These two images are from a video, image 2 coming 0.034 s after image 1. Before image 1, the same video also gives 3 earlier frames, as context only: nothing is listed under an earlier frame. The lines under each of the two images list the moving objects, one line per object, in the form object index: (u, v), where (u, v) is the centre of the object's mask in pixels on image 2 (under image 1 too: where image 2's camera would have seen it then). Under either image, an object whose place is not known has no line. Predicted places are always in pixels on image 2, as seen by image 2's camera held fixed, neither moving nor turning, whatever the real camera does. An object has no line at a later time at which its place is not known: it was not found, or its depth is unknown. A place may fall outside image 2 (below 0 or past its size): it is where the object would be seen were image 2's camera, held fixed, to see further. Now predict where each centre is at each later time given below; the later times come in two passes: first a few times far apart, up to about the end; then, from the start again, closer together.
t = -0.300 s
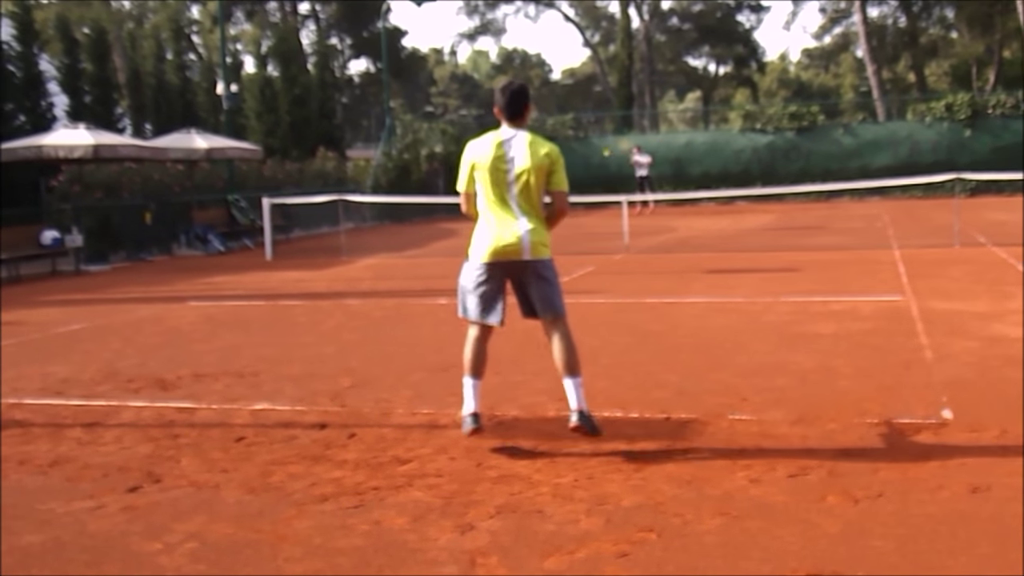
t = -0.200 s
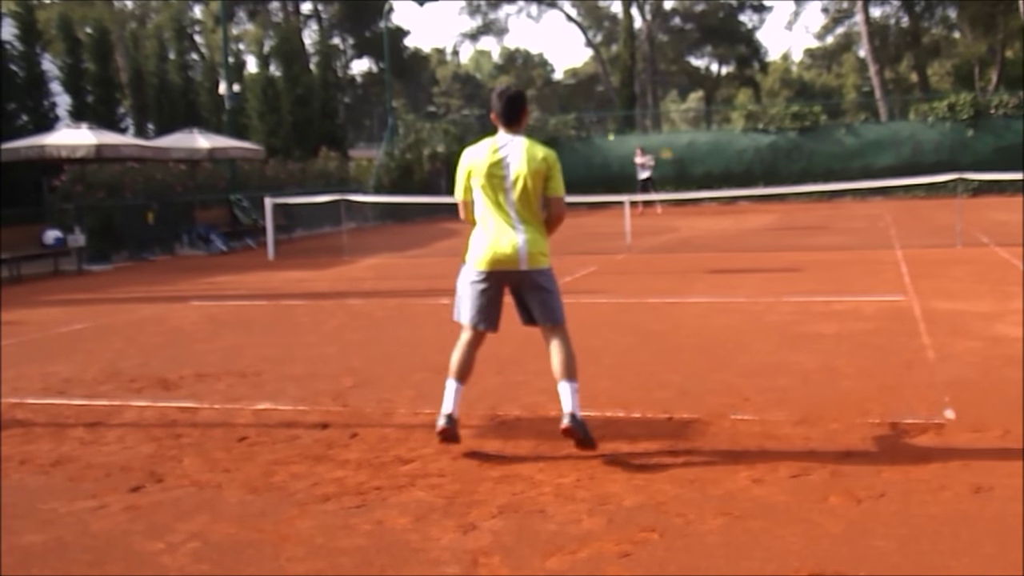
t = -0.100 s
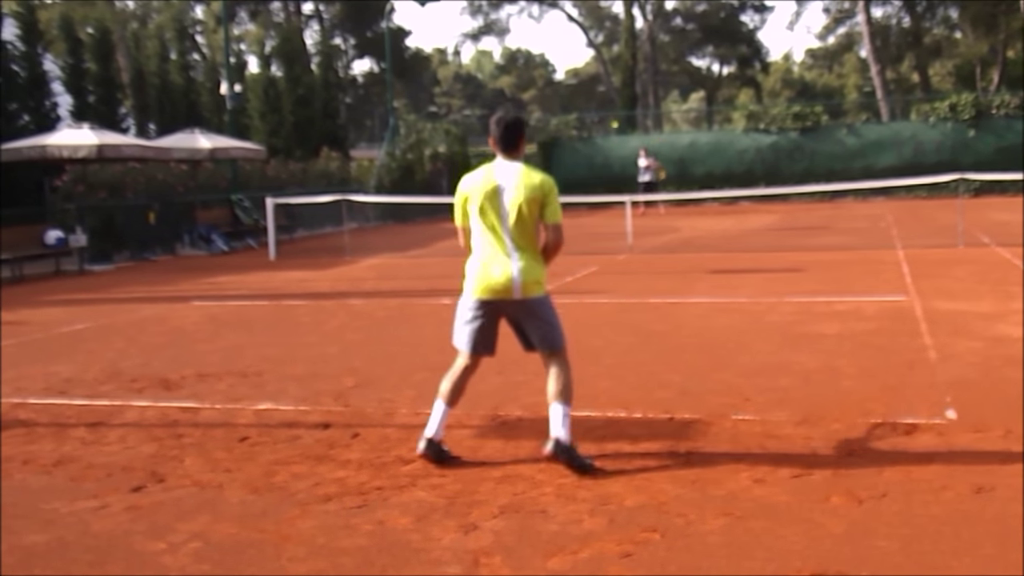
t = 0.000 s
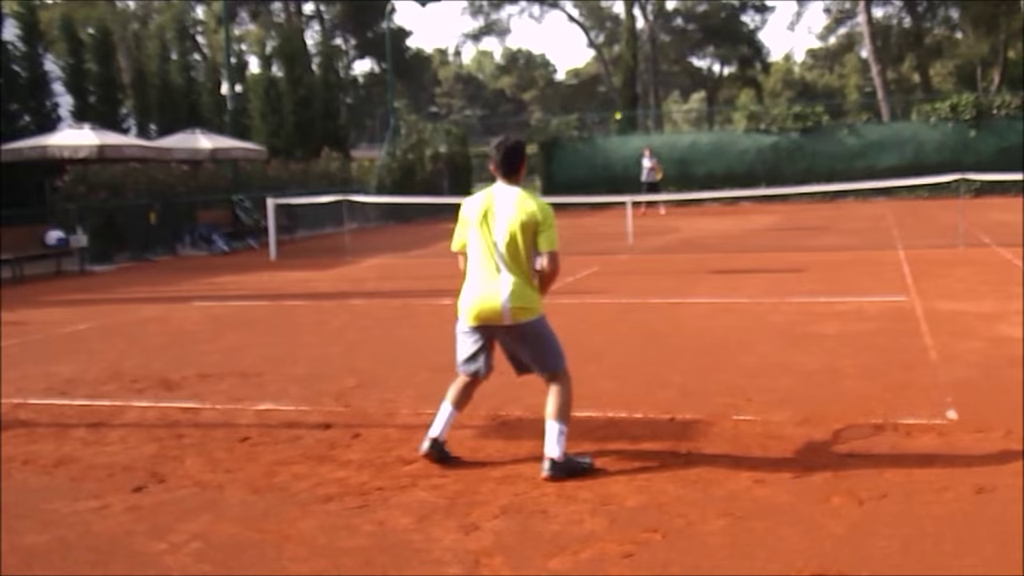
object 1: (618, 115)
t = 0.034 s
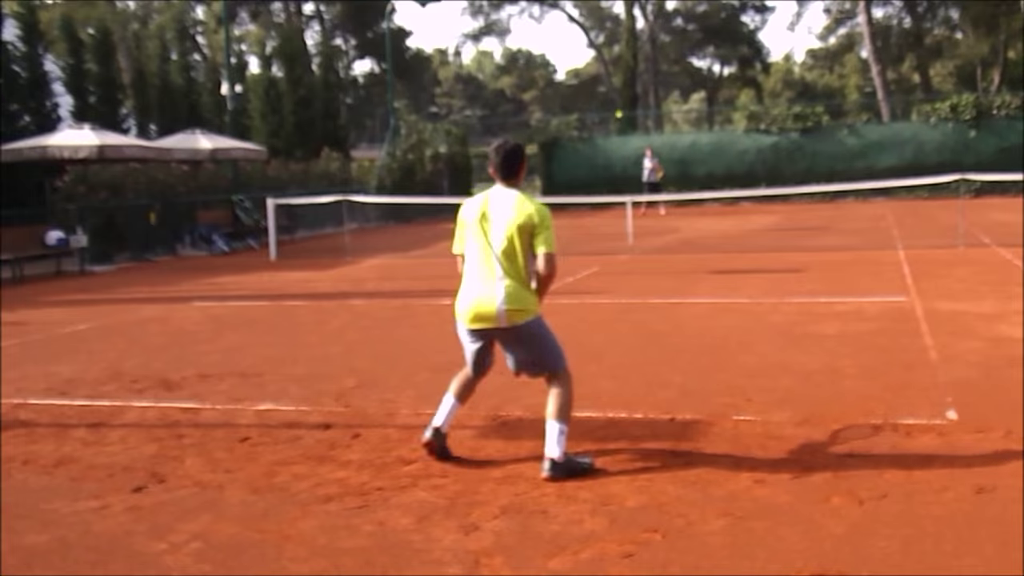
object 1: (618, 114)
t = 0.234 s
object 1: (622, 115)
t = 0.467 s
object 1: (626, 163)
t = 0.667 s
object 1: (630, 278)
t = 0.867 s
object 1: (636, 274)
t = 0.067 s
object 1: (619, 112)
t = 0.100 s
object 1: (620, 112)
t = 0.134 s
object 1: (620, 112)
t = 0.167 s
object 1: (621, 112)
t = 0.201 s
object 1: (622, 113)
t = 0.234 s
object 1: (622, 115)
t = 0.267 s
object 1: (623, 118)
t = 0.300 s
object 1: (623, 123)
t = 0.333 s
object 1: (624, 128)
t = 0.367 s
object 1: (625, 134)
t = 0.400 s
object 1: (625, 142)
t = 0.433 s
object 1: (626, 152)
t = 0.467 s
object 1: (626, 163)
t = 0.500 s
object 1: (627, 176)
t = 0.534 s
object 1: (628, 190)
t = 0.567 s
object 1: (628, 208)
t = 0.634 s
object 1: (629, 252)
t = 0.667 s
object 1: (630, 278)
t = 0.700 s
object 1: (630, 309)
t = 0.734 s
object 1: (631, 338)
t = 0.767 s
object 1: (632, 322)
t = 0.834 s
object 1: (634, 290)
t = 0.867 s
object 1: (636, 274)
